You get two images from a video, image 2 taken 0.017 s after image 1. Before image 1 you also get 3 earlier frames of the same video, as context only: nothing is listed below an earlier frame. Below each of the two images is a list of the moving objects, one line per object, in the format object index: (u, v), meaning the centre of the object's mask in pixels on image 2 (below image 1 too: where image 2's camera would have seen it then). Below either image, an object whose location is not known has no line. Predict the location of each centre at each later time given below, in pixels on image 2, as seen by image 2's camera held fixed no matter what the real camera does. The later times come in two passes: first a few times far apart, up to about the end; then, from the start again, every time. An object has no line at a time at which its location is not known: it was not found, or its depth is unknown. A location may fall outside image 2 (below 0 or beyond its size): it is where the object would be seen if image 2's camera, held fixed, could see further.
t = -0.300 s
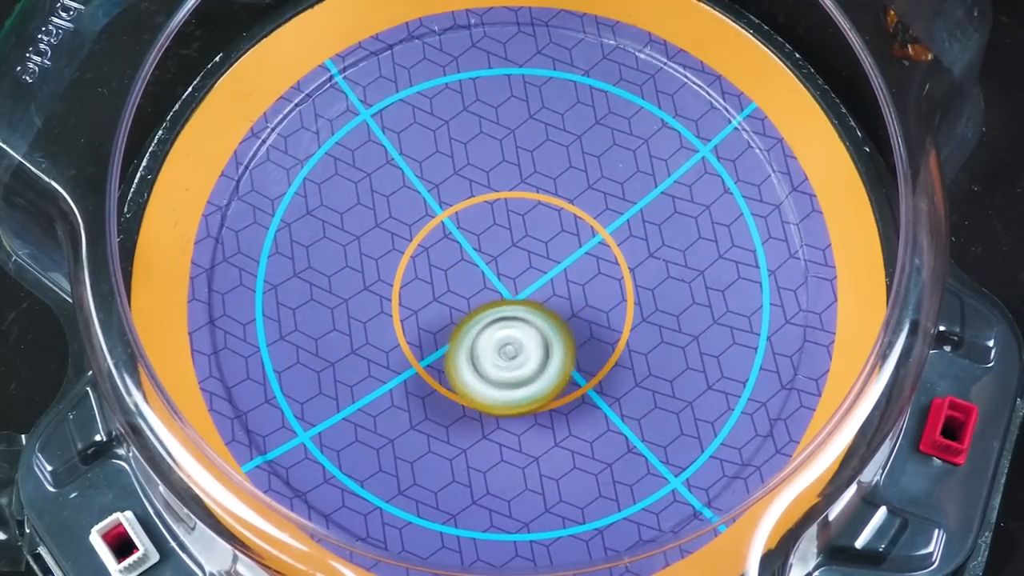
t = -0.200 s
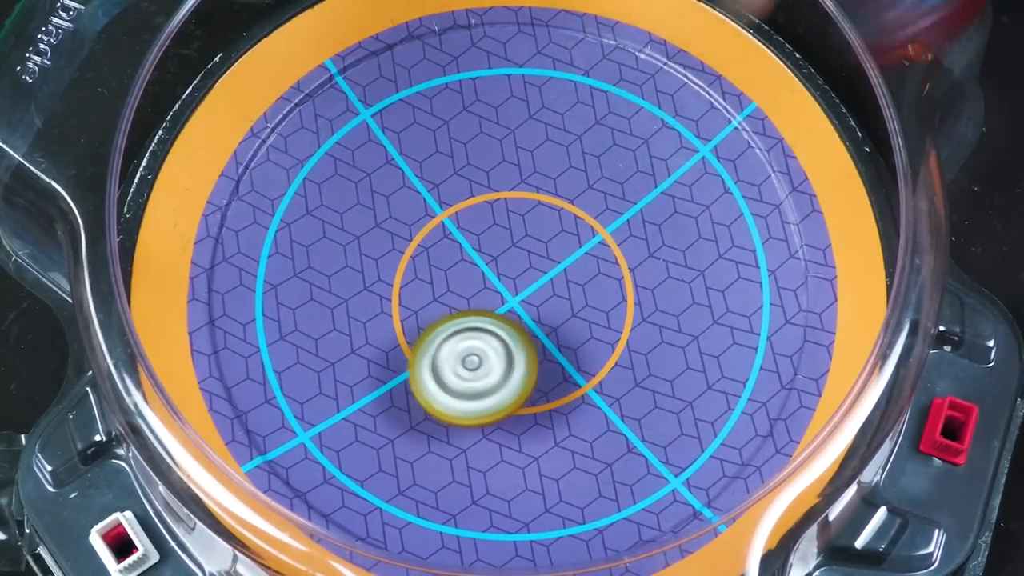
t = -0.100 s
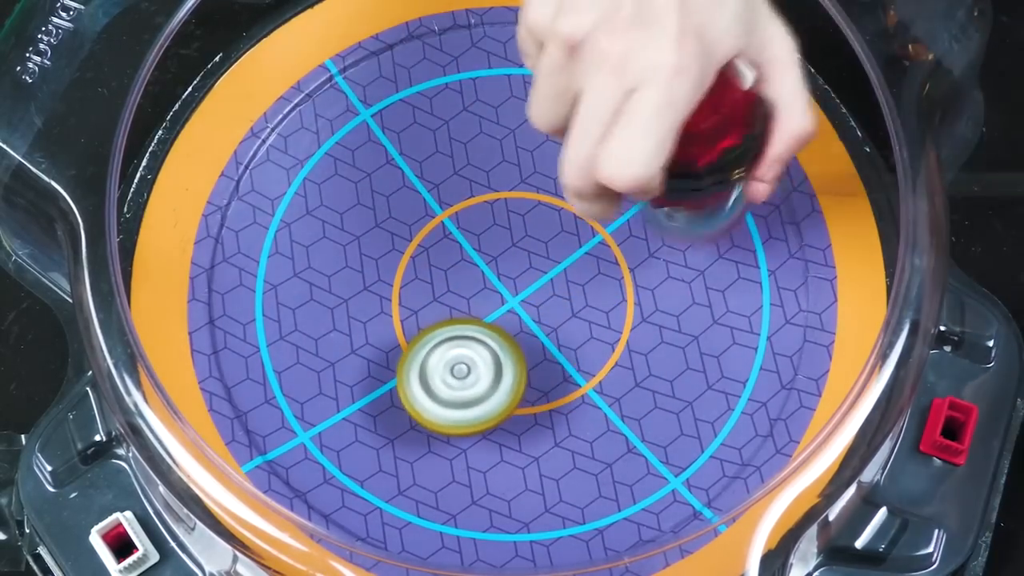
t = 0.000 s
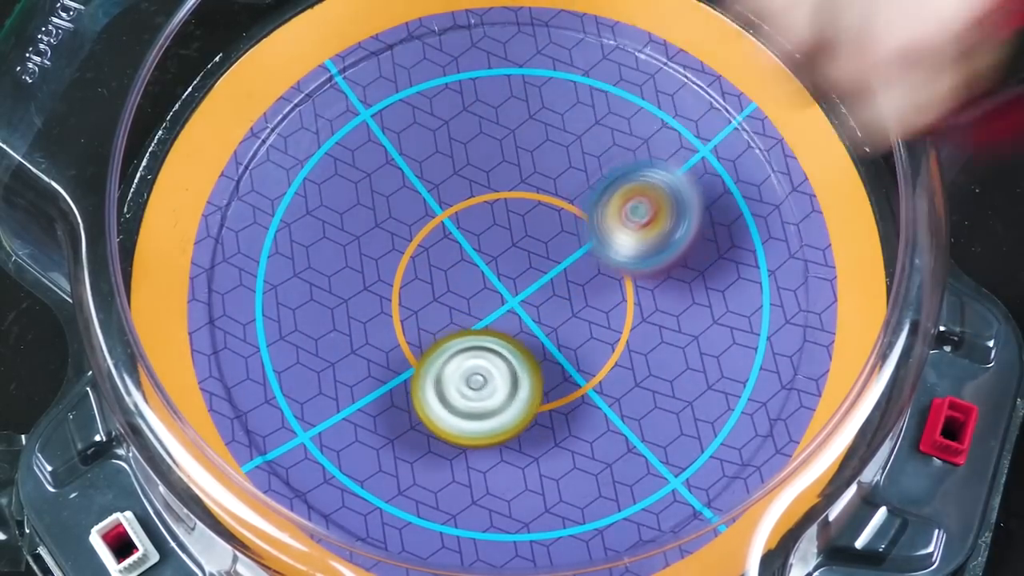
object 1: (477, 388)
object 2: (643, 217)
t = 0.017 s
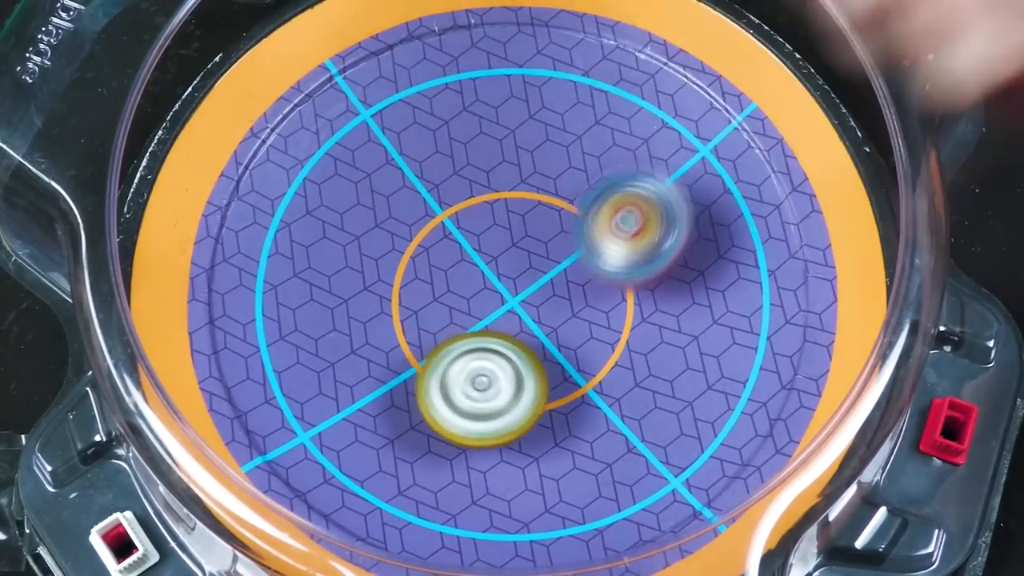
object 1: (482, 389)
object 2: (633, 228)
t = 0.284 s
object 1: (510, 394)
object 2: (512, 207)
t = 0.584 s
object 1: (436, 426)
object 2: (483, 183)
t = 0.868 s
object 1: (561, 416)
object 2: (514, 259)
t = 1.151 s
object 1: (510, 280)
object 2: (497, 164)
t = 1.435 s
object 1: (442, 430)
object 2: (381, 47)
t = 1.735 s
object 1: (557, 378)
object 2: (361, 295)
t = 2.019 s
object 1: (589, 306)
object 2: (423, 198)
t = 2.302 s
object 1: (513, 308)
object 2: (363, 82)
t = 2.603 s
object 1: (480, 315)
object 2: (366, 230)
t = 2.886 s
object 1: (599, 309)
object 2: (537, 166)
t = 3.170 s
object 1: (471, 283)
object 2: (524, 57)
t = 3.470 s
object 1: (545, 350)
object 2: (509, 161)
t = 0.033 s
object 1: (488, 390)
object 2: (622, 240)
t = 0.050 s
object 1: (494, 391)
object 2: (610, 244)
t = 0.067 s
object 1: (501, 389)
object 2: (598, 246)
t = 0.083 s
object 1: (510, 388)
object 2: (585, 251)
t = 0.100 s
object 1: (517, 385)
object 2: (572, 258)
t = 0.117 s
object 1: (523, 385)
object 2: (559, 263)
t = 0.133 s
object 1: (523, 389)
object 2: (555, 254)
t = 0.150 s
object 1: (521, 394)
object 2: (550, 243)
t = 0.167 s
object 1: (519, 399)
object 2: (547, 236)
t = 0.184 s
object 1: (517, 403)
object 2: (543, 232)
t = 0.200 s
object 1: (516, 405)
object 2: (539, 229)
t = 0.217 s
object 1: (514, 405)
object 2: (534, 223)
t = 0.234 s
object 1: (513, 404)
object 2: (529, 216)
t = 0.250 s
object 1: (511, 402)
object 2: (523, 213)
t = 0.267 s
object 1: (511, 398)
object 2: (517, 210)
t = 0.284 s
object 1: (510, 394)
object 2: (512, 207)
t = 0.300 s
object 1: (509, 390)
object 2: (507, 206)
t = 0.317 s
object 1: (508, 385)
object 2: (502, 206)
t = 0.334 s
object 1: (506, 380)
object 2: (498, 205)
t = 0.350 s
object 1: (504, 374)
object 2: (495, 206)
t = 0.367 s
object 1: (500, 369)
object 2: (491, 209)
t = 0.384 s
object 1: (496, 363)
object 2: (487, 214)
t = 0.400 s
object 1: (491, 357)
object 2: (483, 218)
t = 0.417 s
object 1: (485, 352)
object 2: (481, 225)
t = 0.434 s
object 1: (477, 351)
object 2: (478, 229)
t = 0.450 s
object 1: (469, 361)
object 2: (476, 221)
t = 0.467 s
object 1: (460, 370)
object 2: (475, 214)
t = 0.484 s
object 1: (453, 378)
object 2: (476, 205)
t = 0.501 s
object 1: (445, 387)
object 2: (477, 199)
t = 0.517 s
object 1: (441, 395)
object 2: (478, 195)
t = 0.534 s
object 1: (437, 404)
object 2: (478, 189)
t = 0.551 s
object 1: (435, 411)
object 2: (479, 186)
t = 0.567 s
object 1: (434, 419)
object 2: (480, 185)
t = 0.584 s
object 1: (436, 426)
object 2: (483, 183)
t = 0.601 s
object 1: (437, 432)
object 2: (485, 181)
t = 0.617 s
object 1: (441, 438)
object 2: (488, 183)
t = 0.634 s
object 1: (446, 443)
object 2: (492, 189)
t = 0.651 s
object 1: (452, 446)
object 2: (494, 191)
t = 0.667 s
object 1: (459, 449)
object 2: (497, 196)
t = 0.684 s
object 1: (469, 450)
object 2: (500, 203)
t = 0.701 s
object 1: (478, 451)
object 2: (501, 211)
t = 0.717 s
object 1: (488, 449)
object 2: (501, 219)
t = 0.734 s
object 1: (498, 446)
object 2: (502, 228)
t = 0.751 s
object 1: (509, 440)
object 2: (502, 239)
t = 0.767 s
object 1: (519, 434)
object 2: (503, 249)
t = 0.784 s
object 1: (528, 425)
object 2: (504, 260)
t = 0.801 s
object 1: (537, 416)
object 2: (506, 271)
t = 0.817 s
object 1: (544, 404)
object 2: (507, 282)
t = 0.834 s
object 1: (551, 403)
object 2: (510, 282)
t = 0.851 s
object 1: (556, 411)
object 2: (512, 270)
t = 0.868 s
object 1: (561, 416)
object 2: (514, 259)
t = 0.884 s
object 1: (565, 419)
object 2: (516, 248)
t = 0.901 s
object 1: (568, 420)
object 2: (519, 237)
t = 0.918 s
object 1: (571, 418)
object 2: (521, 227)
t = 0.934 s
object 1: (572, 415)
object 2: (523, 217)
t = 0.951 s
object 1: (573, 409)
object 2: (526, 209)
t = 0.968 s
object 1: (573, 401)
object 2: (528, 200)
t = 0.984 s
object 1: (571, 391)
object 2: (530, 192)
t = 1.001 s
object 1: (568, 381)
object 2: (530, 186)
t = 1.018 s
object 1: (564, 370)
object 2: (529, 182)
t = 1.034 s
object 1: (558, 358)
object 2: (528, 176)
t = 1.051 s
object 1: (552, 346)
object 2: (526, 174)
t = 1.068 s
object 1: (545, 334)
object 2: (524, 173)
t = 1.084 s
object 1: (538, 322)
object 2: (520, 171)
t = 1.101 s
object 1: (531, 310)
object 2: (515, 169)
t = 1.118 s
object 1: (524, 299)
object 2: (510, 167)
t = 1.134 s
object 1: (517, 287)
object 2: (504, 166)
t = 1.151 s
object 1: (510, 280)
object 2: (497, 164)
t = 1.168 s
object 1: (498, 289)
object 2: (491, 149)
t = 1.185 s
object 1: (486, 301)
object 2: (487, 128)
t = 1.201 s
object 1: (476, 313)
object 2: (481, 109)
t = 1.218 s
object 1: (465, 326)
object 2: (476, 91)
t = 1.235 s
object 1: (457, 337)
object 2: (468, 75)
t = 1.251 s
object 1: (447, 347)
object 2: (462, 61)
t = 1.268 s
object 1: (438, 358)
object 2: (456, 49)
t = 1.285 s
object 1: (432, 367)
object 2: (451, 43)
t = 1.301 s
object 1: (427, 376)
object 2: (445, 39)
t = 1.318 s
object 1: (424, 384)
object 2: (438, 36)
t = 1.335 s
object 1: (423, 393)
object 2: (431, 35)
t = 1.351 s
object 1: (422, 400)
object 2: (423, 34)
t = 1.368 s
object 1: (424, 407)
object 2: (416, 34)
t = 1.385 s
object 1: (427, 414)
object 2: (407, 35)
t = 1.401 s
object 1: (431, 419)
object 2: (398, 38)
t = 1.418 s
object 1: (437, 425)
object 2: (389, 42)
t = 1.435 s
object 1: (442, 430)
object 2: (381, 47)
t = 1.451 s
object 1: (447, 435)
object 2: (373, 58)
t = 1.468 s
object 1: (452, 438)
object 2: (366, 71)
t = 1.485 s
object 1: (458, 440)
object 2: (359, 86)
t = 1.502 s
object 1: (464, 440)
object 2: (353, 104)
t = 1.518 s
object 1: (472, 439)
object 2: (346, 123)
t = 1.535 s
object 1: (479, 437)
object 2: (340, 145)
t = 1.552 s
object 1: (486, 435)
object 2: (337, 166)
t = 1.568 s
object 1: (492, 430)
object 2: (336, 187)
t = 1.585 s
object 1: (497, 424)
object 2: (336, 211)
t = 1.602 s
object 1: (501, 417)
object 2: (340, 231)
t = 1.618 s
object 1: (504, 408)
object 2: (345, 254)
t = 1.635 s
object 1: (506, 397)
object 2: (351, 272)
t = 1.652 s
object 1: (506, 386)
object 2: (361, 291)
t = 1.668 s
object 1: (506, 373)
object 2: (375, 309)
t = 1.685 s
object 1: (508, 365)
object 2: (383, 319)
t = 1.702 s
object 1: (524, 369)
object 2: (376, 314)
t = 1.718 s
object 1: (542, 375)
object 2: (368, 305)
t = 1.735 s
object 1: (557, 378)
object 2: (361, 295)
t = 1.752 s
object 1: (572, 382)
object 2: (358, 286)
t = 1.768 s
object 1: (584, 383)
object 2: (355, 278)
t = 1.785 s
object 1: (595, 384)
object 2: (355, 268)
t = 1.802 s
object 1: (605, 383)
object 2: (357, 260)
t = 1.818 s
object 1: (612, 381)
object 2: (361, 252)
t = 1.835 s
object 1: (619, 378)
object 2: (366, 242)
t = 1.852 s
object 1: (623, 373)
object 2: (372, 236)
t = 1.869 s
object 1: (626, 368)
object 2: (377, 231)
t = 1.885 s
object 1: (627, 362)
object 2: (382, 225)
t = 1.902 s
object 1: (627, 355)
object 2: (386, 221)
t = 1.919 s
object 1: (625, 347)
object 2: (391, 217)
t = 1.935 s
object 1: (622, 339)
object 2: (397, 212)
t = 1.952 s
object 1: (617, 333)
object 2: (401, 209)
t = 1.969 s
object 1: (612, 325)
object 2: (406, 205)
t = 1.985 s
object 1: (605, 319)
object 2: (411, 202)
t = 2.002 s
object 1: (598, 313)
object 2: (416, 200)
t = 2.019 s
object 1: (589, 306)
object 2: (423, 198)
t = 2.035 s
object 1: (580, 299)
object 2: (430, 195)
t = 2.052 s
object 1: (571, 292)
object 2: (435, 195)
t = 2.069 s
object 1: (561, 284)
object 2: (441, 194)
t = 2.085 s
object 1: (551, 275)
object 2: (447, 193)
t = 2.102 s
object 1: (543, 271)
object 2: (450, 189)
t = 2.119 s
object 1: (541, 275)
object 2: (444, 171)
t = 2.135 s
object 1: (539, 279)
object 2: (438, 157)
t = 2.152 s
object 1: (536, 283)
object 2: (432, 143)
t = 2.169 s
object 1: (533, 287)
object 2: (425, 132)
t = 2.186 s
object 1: (530, 290)
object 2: (417, 120)
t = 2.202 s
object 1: (528, 292)
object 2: (411, 111)
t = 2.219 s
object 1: (526, 295)
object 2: (403, 101)
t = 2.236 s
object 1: (524, 298)
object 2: (396, 94)
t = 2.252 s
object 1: (522, 301)
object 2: (387, 88)
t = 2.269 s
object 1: (520, 304)
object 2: (380, 86)
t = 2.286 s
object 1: (516, 306)
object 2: (371, 83)
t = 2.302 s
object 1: (513, 308)
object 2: (363, 82)
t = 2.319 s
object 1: (510, 310)
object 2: (354, 82)
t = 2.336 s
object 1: (507, 311)
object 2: (347, 83)
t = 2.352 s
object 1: (504, 311)
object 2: (341, 86)
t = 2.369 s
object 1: (502, 311)
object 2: (336, 92)
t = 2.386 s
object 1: (501, 310)
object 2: (329, 96)
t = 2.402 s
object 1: (500, 308)
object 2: (324, 103)
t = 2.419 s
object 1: (501, 306)
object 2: (322, 113)
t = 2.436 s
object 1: (501, 305)
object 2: (320, 122)
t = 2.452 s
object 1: (501, 304)
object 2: (320, 134)
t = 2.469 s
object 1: (500, 304)
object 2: (320, 146)
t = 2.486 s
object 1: (498, 304)
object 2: (321, 156)
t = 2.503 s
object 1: (496, 304)
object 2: (322, 167)
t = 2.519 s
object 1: (494, 305)
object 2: (327, 181)
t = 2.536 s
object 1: (491, 306)
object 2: (333, 193)
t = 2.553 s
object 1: (488, 307)
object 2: (339, 202)
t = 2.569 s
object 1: (484, 309)
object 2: (345, 212)
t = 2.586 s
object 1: (482, 312)
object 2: (355, 221)
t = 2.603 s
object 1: (480, 315)
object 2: (366, 230)
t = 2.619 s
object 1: (480, 320)
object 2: (381, 236)
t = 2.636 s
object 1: (486, 331)
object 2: (387, 234)
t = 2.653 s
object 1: (493, 339)
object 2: (394, 232)
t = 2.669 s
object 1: (499, 347)
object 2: (404, 228)
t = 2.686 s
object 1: (505, 351)
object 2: (415, 223)
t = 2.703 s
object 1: (512, 355)
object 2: (426, 219)
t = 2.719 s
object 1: (519, 358)
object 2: (437, 214)
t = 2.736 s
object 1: (527, 360)
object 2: (447, 211)
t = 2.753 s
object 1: (535, 360)
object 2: (458, 206)
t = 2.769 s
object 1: (544, 358)
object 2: (470, 201)
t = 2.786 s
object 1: (553, 355)
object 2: (481, 195)
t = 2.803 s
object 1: (563, 351)
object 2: (492, 191)
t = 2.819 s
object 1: (572, 345)
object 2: (501, 186)
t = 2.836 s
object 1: (581, 337)
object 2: (511, 181)
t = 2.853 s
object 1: (589, 329)
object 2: (520, 176)
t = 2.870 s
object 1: (595, 319)
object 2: (528, 172)
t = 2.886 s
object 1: (599, 309)
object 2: (537, 166)
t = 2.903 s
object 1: (601, 299)
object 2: (543, 161)
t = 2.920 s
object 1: (601, 288)
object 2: (549, 157)
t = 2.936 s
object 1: (600, 278)
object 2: (553, 153)
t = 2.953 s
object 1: (596, 269)
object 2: (557, 149)
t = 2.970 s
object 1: (591, 264)
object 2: (560, 142)
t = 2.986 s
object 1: (584, 261)
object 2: (562, 132)
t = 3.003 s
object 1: (575, 259)
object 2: (563, 120)
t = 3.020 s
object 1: (565, 258)
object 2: (562, 109)
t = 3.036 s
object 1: (555, 257)
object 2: (560, 99)
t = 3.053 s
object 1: (544, 257)
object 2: (559, 89)
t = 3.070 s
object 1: (531, 257)
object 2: (555, 82)
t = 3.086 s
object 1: (520, 259)
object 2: (551, 77)
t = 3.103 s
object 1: (508, 261)
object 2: (546, 71)
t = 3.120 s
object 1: (497, 265)
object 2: (540, 66)
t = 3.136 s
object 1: (488, 270)
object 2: (535, 62)
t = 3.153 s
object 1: (479, 276)
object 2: (529, 59)
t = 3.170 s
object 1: (471, 283)
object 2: (524, 57)
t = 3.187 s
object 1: (465, 290)
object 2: (519, 57)
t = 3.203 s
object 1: (461, 298)
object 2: (513, 56)
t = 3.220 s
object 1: (458, 306)
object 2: (507, 57)
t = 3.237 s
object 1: (455, 314)
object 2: (502, 57)
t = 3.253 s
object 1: (455, 323)
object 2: (497, 59)
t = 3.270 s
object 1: (456, 332)
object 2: (494, 61)
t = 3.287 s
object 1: (460, 340)
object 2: (489, 64)
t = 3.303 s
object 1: (465, 347)
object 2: (486, 66)
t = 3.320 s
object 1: (471, 354)
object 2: (483, 72)
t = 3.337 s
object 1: (479, 360)
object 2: (482, 77)
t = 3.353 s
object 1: (488, 364)
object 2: (482, 85)
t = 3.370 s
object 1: (498, 367)
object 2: (482, 93)
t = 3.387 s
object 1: (508, 368)
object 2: (484, 104)
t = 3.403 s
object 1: (517, 367)
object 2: (487, 113)
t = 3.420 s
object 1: (526, 365)
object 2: (492, 126)
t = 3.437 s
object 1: (534, 361)
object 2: (497, 138)
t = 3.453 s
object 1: (540, 355)
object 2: (503, 149)
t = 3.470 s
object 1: (545, 350)
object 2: (509, 161)
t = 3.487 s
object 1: (549, 342)
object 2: (516, 174)
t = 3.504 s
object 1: (551, 334)
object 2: (524, 186)
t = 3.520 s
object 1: (552, 325)
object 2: (532, 196)
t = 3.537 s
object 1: (549, 325)
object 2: (542, 198)
